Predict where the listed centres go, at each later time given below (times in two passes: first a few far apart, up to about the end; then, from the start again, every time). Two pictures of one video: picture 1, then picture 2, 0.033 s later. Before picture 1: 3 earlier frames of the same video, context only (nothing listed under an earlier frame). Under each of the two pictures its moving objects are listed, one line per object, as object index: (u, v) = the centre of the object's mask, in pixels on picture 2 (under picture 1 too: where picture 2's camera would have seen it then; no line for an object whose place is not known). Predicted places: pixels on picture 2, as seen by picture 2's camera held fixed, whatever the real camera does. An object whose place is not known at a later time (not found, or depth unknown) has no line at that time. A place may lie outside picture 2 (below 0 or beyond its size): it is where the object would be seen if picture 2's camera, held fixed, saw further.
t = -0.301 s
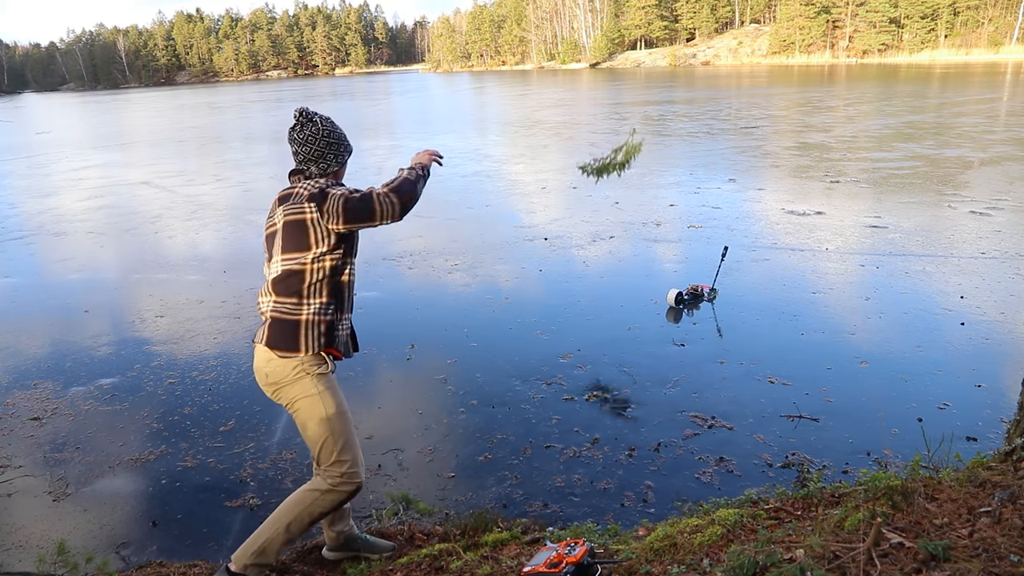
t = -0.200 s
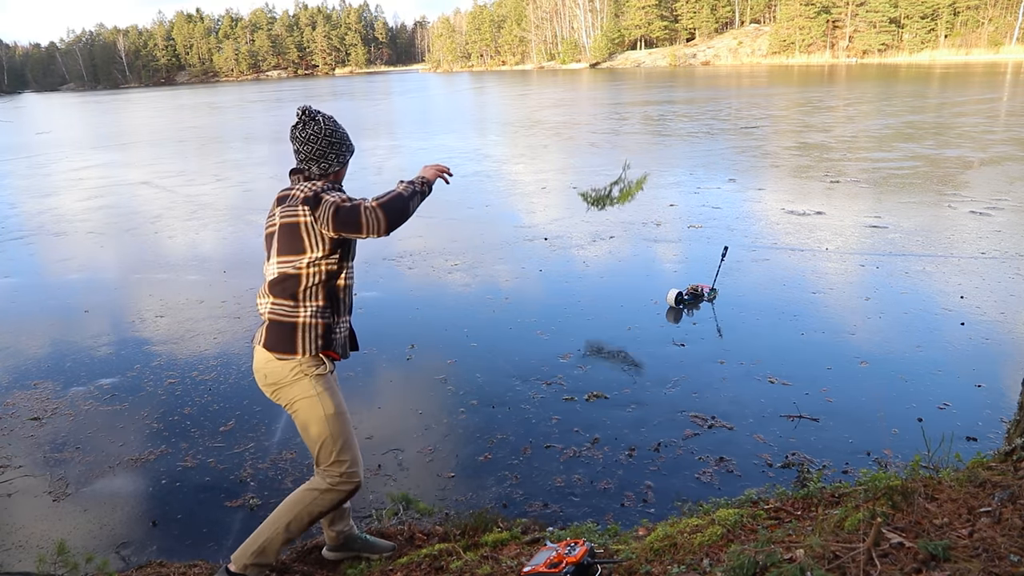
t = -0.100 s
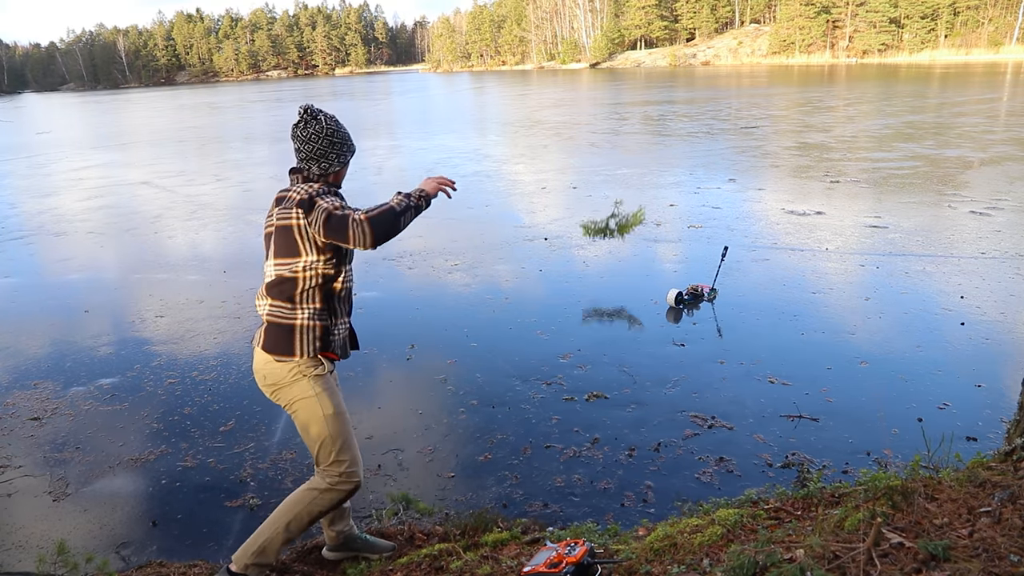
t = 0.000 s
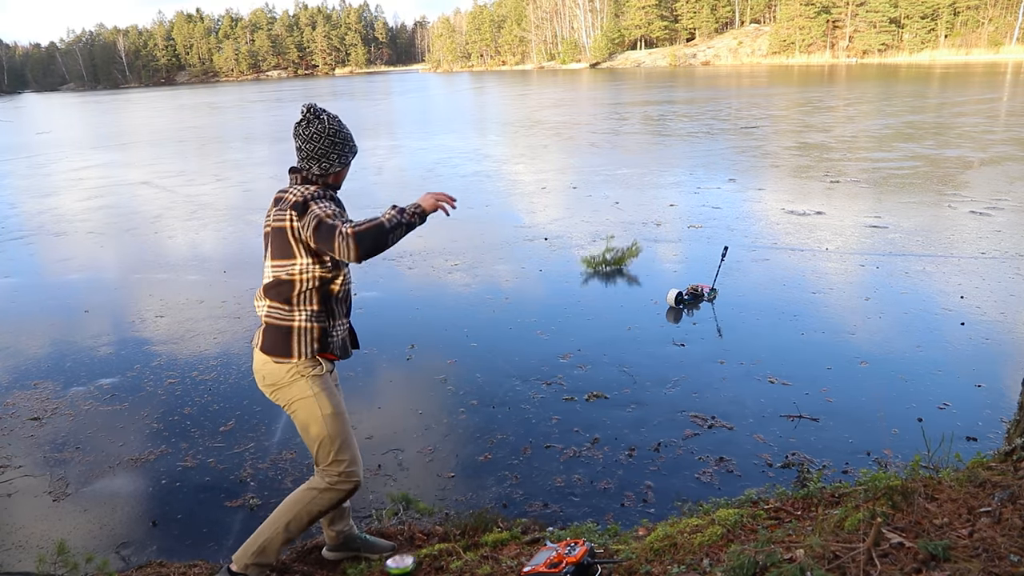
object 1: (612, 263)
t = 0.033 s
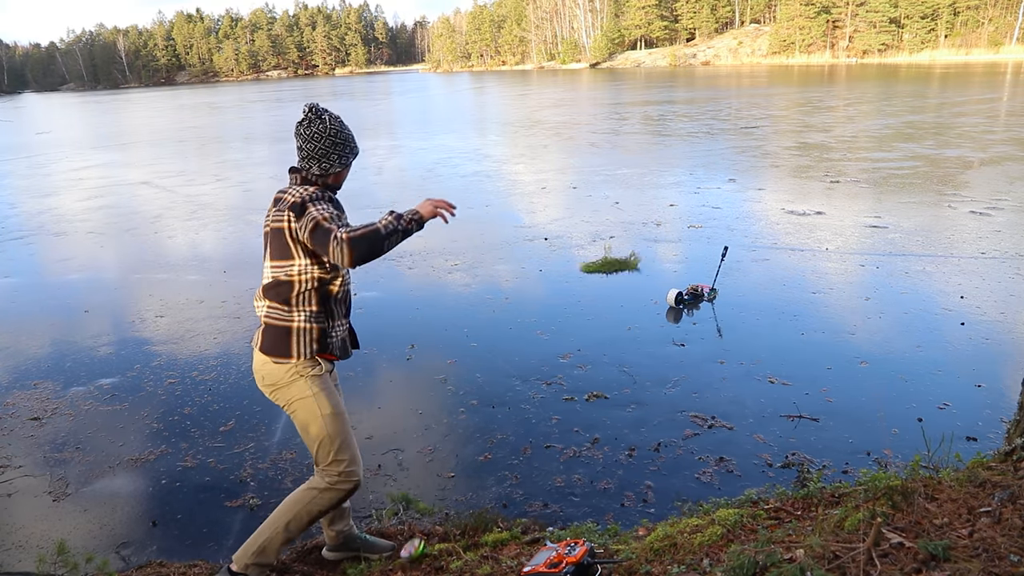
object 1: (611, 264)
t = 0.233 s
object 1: (608, 261)
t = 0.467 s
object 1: (604, 260)
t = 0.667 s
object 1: (604, 259)
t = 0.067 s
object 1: (609, 265)
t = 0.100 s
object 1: (609, 264)
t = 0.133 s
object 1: (609, 263)
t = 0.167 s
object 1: (609, 262)
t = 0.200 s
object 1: (609, 262)
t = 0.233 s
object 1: (608, 261)
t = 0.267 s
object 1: (608, 260)
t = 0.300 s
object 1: (607, 260)
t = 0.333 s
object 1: (606, 259)
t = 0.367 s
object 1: (604, 259)
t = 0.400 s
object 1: (604, 259)
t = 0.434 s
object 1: (604, 260)
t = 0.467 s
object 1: (604, 260)
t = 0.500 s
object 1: (605, 260)
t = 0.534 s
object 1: (605, 259)
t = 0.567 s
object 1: (604, 260)
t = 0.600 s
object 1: (604, 259)
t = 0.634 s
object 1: (604, 259)
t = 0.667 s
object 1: (604, 259)
